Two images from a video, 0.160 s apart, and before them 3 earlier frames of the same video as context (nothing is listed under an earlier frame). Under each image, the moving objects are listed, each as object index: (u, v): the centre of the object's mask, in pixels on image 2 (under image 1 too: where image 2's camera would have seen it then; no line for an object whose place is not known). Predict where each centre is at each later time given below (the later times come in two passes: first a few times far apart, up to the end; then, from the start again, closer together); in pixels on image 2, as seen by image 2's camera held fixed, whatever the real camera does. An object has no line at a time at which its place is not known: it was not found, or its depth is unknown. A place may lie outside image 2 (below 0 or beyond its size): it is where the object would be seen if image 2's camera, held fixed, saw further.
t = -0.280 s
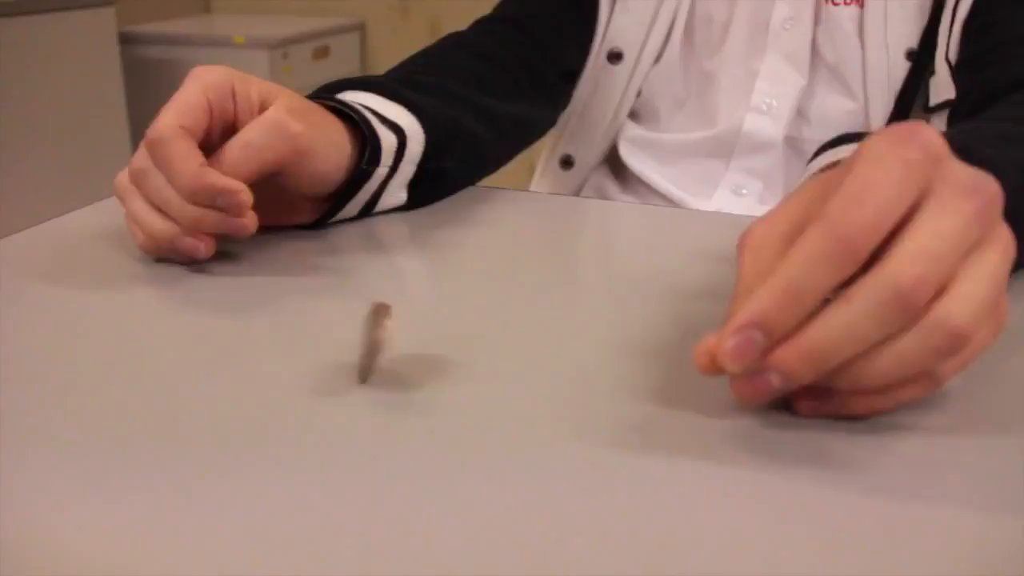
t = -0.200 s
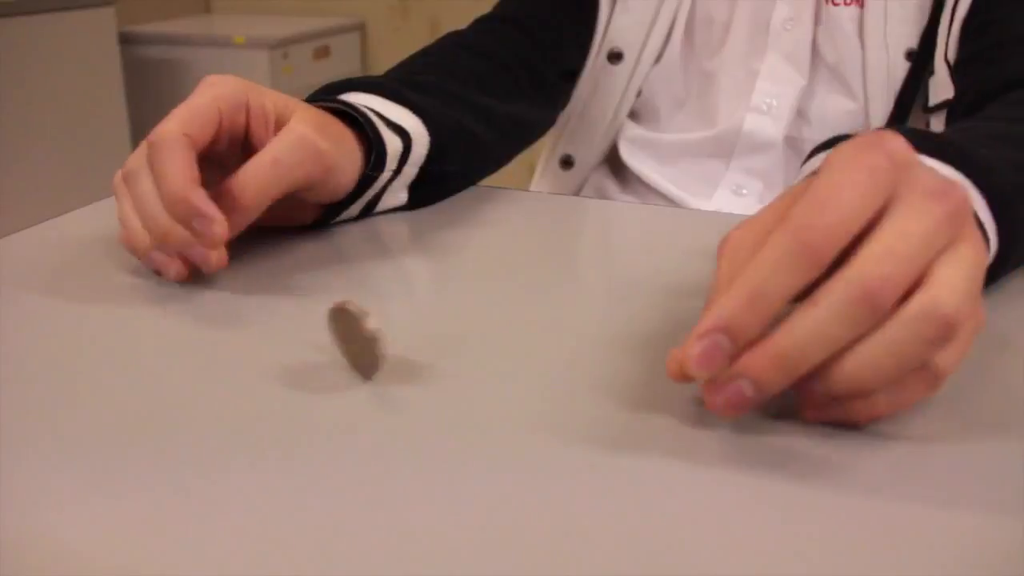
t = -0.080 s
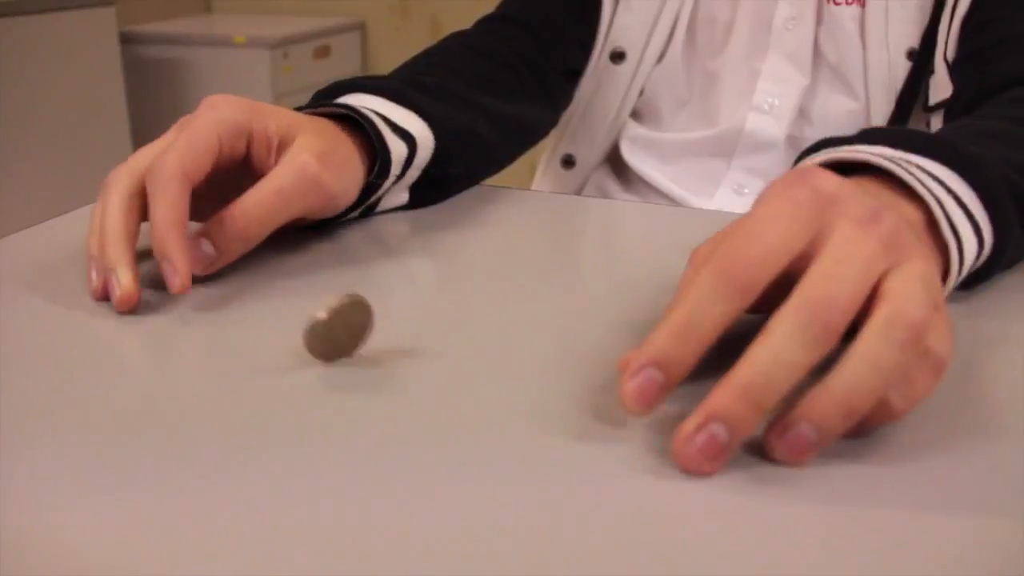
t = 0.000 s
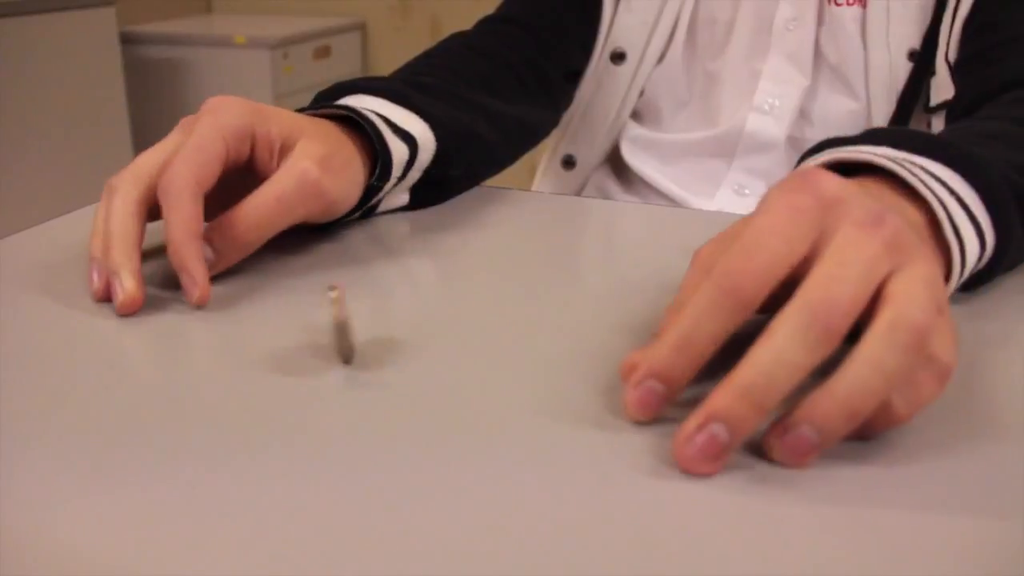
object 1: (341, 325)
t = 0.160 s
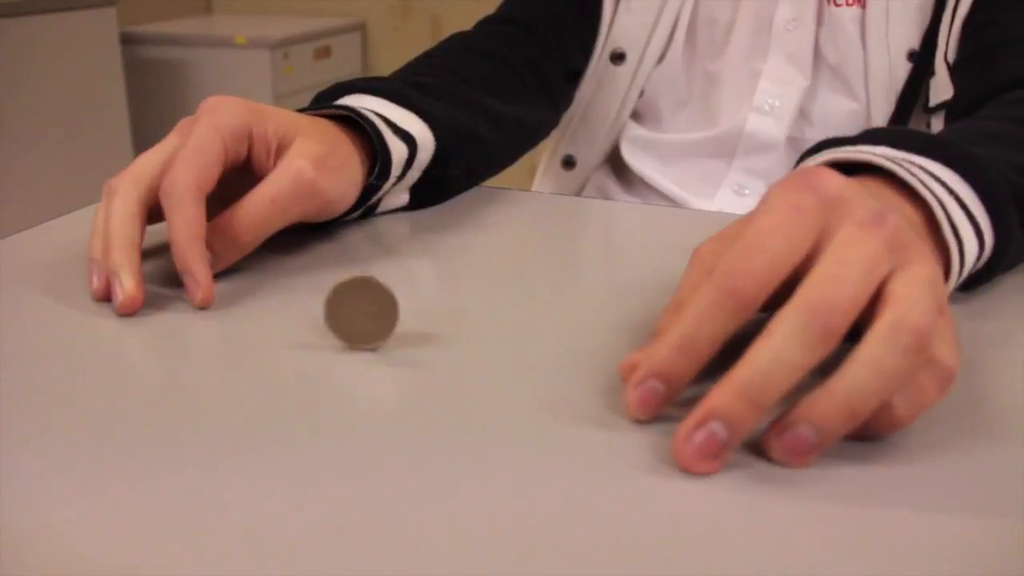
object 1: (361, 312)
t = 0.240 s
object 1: (371, 313)
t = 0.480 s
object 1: (396, 319)
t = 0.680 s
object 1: (379, 332)
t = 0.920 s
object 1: (357, 326)
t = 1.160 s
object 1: (368, 310)
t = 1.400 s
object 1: (395, 312)
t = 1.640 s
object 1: (394, 324)
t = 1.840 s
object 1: (373, 325)
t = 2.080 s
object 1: (375, 313)
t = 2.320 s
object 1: (407, 311)
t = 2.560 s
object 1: (403, 323)
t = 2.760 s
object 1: (377, 322)
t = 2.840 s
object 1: (376, 316)
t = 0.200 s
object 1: (367, 311)
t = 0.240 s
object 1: (371, 313)
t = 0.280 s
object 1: (377, 312)
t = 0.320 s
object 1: (383, 311)
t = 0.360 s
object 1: (387, 311)
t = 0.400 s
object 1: (393, 315)
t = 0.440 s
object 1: (396, 318)
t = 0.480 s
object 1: (396, 319)
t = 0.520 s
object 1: (395, 324)
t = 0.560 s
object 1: (394, 325)
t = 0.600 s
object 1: (394, 325)
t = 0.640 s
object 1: (390, 327)
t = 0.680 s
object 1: (379, 332)
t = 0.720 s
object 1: (375, 330)
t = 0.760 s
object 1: (371, 328)
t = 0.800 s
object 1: (367, 329)
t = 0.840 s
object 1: (364, 325)
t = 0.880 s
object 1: (361, 325)
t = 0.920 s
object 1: (357, 326)
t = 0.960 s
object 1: (354, 320)
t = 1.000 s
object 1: (356, 317)
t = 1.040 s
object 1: (357, 316)
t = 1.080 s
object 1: (361, 313)
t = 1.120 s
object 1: (364, 312)
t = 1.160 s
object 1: (368, 310)
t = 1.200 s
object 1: (373, 309)
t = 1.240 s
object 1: (381, 309)
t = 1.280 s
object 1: (386, 311)
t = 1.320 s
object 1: (389, 310)
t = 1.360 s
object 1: (393, 312)
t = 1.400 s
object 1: (395, 312)
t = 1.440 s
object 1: (398, 314)
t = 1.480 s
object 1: (399, 315)
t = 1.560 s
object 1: (399, 321)
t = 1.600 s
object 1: (397, 320)
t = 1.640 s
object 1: (394, 324)
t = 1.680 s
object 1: (391, 323)
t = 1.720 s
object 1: (387, 327)
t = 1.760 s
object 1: (384, 324)
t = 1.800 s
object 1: (376, 323)
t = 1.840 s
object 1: (373, 325)
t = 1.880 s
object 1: (370, 321)
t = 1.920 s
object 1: (368, 322)
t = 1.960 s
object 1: (368, 319)
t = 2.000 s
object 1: (367, 318)
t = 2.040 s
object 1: (369, 315)
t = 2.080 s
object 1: (375, 313)
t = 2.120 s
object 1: (380, 311)
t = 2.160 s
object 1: (386, 308)
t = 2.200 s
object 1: (391, 310)
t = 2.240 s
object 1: (397, 309)
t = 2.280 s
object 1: (402, 310)
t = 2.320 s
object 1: (407, 311)
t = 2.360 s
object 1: (411, 315)
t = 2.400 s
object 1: (412, 315)
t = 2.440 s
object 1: (411, 320)
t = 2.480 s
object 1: (408, 321)
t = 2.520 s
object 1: (407, 325)
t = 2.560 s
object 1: (403, 323)
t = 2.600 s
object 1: (399, 323)
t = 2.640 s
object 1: (389, 322)
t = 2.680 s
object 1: (383, 325)
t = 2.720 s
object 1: (380, 322)
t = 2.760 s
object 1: (377, 322)
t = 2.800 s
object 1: (377, 319)
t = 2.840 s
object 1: (376, 316)
